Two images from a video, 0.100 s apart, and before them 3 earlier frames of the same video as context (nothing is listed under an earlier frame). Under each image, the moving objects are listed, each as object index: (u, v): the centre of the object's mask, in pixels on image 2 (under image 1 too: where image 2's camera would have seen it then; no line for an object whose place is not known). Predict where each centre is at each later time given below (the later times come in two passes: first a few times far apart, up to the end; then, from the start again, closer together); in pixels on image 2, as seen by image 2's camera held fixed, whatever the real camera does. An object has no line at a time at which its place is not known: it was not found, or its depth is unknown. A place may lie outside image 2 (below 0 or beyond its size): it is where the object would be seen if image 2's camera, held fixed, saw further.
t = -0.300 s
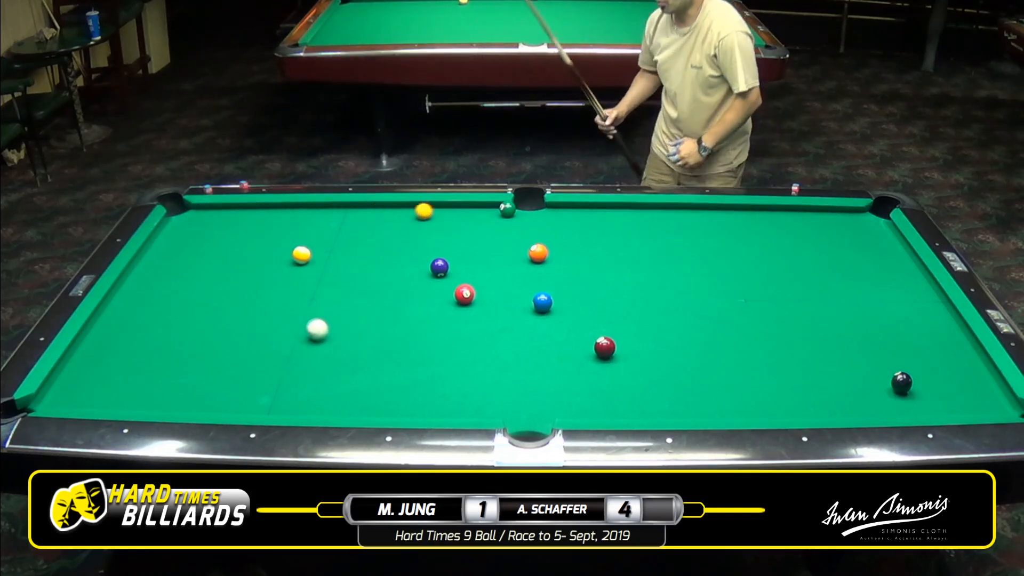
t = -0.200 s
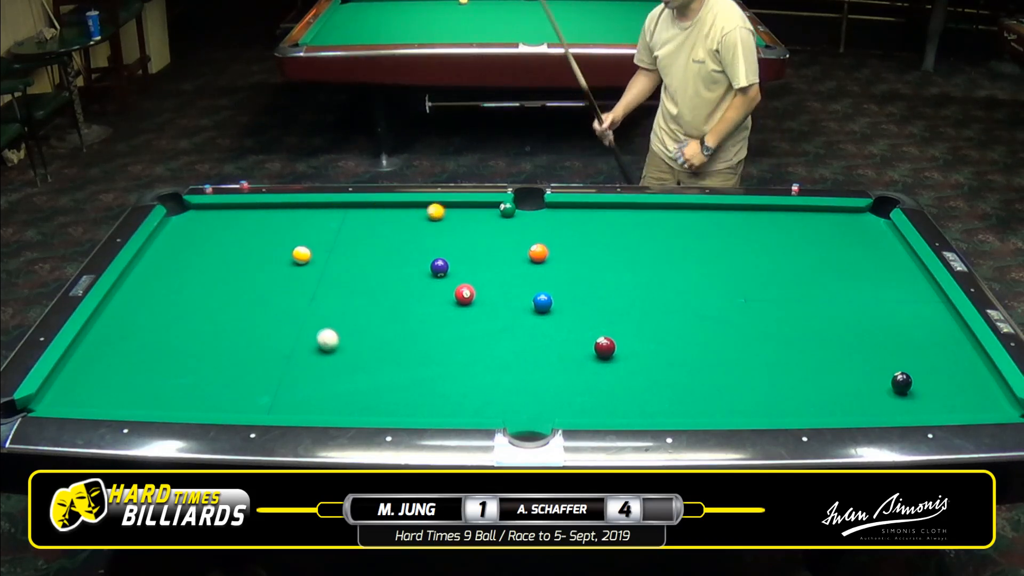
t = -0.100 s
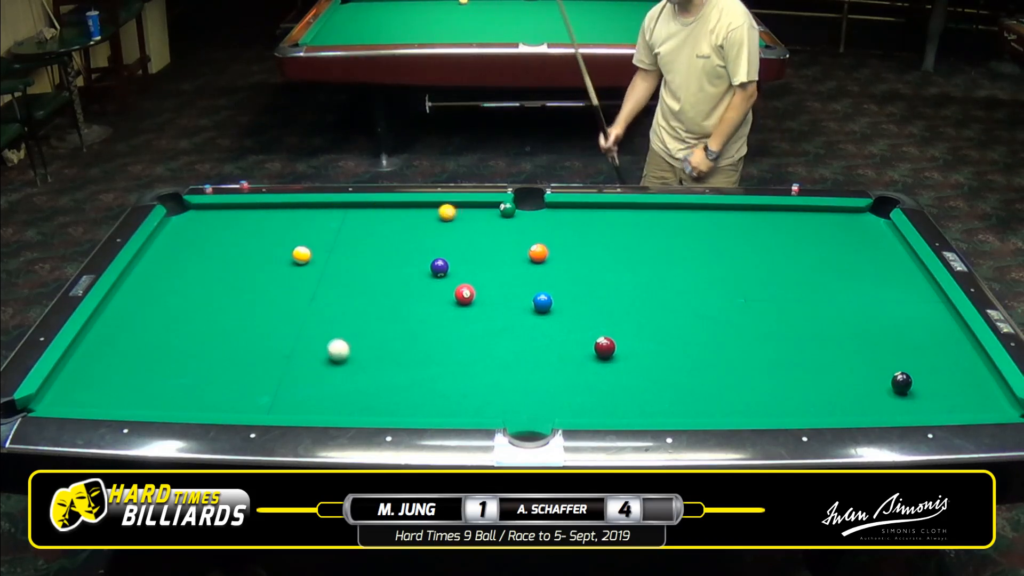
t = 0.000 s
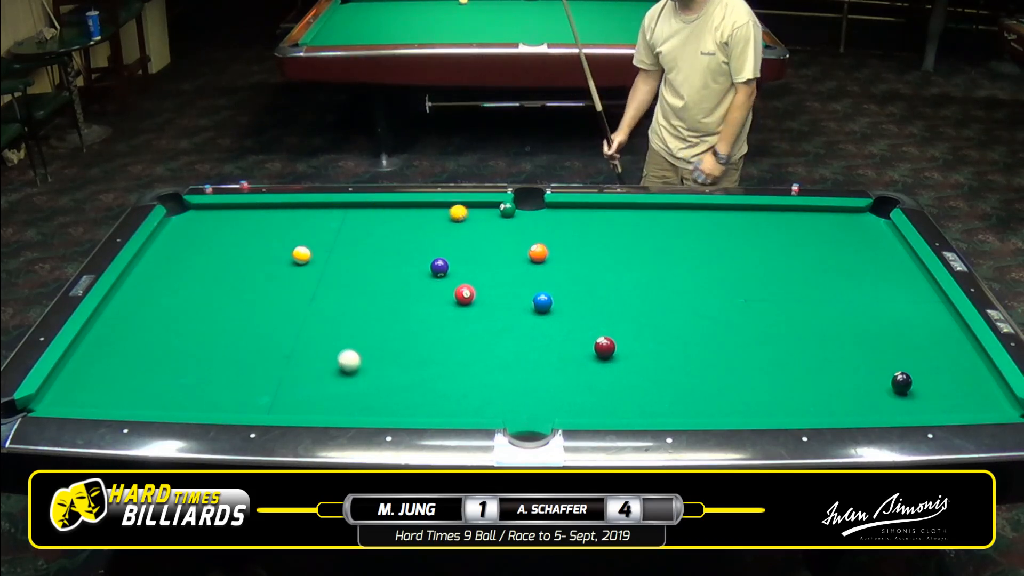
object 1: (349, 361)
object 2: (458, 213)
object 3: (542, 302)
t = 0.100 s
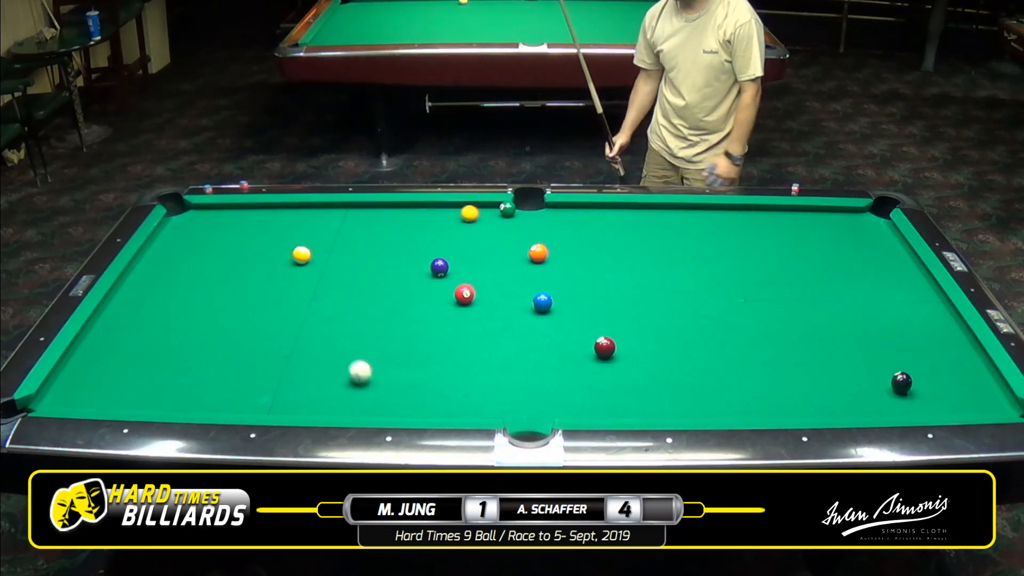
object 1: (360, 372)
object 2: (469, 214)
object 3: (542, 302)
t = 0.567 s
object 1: (413, 405)
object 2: (517, 217)
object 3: (542, 302)
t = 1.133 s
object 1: (460, 369)
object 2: (566, 221)
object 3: (542, 302)
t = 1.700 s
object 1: (497, 340)
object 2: (607, 225)
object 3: (542, 302)
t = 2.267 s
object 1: (524, 317)
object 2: (640, 228)
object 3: (542, 302)
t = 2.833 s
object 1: (534, 309)
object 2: (664, 231)
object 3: (549, 296)
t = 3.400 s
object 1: (534, 309)
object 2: (681, 232)
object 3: (557, 290)
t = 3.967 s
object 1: (534, 309)
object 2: (688, 232)
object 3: (561, 287)
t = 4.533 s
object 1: (534, 309)
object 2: (688, 232)
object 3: (560, 287)
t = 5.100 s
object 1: (534, 309)
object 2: (688, 232)
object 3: (560, 287)
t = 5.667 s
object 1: (534, 309)
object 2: (688, 232)
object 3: (560, 287)
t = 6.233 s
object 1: (534, 309)
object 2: (688, 232)
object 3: (560, 287)
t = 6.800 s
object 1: (534, 309)
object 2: (688, 232)
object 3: (560, 287)
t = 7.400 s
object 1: (534, 309)
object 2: (688, 232)
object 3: (560, 287)
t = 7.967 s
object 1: (534, 309)
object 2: (688, 232)
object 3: (560, 287)
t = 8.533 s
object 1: (534, 309)
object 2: (688, 232)
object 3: (560, 287)
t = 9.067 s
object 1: (534, 309)
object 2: (689, 232)
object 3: (560, 287)
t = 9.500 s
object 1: (534, 309)
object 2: (688, 232)
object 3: (560, 287)
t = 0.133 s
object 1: (364, 376)
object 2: (473, 214)
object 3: (542, 302)
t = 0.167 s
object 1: (367, 379)
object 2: (477, 214)
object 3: (542, 302)
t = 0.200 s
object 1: (371, 383)
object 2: (480, 214)
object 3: (542, 302)
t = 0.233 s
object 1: (376, 387)
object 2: (484, 214)
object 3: (542, 302)
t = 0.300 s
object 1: (383, 395)
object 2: (491, 215)
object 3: (542, 302)
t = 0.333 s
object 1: (387, 398)
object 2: (494, 215)
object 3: (542, 302)
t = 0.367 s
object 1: (391, 403)
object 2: (497, 215)
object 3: (542, 302)
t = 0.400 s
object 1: (395, 405)
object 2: (501, 215)
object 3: (542, 302)
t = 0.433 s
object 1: (399, 408)
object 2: (504, 216)
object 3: (542, 302)
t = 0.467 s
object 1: (403, 410)
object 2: (508, 216)
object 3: (542, 302)
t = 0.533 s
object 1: (410, 407)
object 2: (514, 216)
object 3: (542, 302)
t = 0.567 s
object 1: (413, 405)
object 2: (517, 217)
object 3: (542, 302)
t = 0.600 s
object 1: (416, 404)
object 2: (520, 217)
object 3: (542, 302)
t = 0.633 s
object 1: (419, 401)
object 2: (523, 217)
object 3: (542, 302)
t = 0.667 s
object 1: (422, 399)
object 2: (526, 218)
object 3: (542, 302)
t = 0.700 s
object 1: (425, 396)
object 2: (529, 218)
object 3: (542, 302)
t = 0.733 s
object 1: (428, 394)
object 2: (532, 218)
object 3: (542, 302)
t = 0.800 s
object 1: (434, 390)
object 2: (538, 219)
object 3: (542, 302)
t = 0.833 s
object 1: (437, 387)
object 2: (541, 219)
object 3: (542, 302)
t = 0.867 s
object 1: (440, 385)
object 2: (544, 219)
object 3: (542, 302)
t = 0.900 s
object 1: (442, 383)
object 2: (547, 219)
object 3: (542, 302)
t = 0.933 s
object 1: (445, 381)
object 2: (550, 220)
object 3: (542, 302)
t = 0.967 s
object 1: (447, 379)
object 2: (552, 220)
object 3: (542, 302)
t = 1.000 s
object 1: (450, 377)
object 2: (555, 220)
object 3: (542, 302)
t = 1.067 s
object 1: (455, 373)
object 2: (561, 221)
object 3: (542, 302)
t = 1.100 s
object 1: (458, 371)
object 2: (563, 221)
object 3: (542, 302)
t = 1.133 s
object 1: (460, 369)
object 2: (566, 221)
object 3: (542, 302)
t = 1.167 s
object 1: (462, 367)
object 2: (569, 221)
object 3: (542, 302)
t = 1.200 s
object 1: (465, 365)
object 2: (571, 222)
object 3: (542, 302)
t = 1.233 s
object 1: (467, 363)
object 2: (574, 222)
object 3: (542, 302)
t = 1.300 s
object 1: (472, 359)
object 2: (579, 223)
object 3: (542, 302)
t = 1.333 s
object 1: (474, 358)
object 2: (581, 223)
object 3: (542, 302)
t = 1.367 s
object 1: (476, 356)
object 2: (584, 223)
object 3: (542, 302)
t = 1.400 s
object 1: (479, 354)
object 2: (586, 223)
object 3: (542, 302)
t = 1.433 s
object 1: (481, 353)
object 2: (589, 223)
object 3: (542, 302)
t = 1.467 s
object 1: (483, 351)
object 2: (591, 224)
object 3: (542, 302)
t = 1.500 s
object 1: (485, 349)
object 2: (593, 224)
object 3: (542, 302)
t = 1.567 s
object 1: (489, 346)
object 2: (598, 224)
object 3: (542, 302)
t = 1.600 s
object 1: (491, 344)
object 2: (600, 224)
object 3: (542, 302)
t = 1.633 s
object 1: (493, 343)
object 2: (603, 225)
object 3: (542, 302)
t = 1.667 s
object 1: (495, 341)
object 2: (605, 225)
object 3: (542, 302)
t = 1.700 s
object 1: (497, 340)
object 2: (607, 225)
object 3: (542, 302)
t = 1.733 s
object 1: (499, 338)
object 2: (609, 225)
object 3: (542, 302)
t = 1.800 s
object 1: (502, 336)
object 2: (613, 226)
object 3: (542, 302)
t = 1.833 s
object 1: (504, 334)
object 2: (615, 226)
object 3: (542, 302)
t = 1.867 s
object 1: (506, 333)
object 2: (617, 226)
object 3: (542, 302)
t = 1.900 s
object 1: (508, 331)
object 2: (620, 226)
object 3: (542, 302)
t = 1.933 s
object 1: (509, 330)
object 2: (621, 226)
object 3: (542, 302)
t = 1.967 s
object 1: (511, 329)
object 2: (623, 226)
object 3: (542, 302)
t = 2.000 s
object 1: (513, 327)
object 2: (625, 227)
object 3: (542, 302)
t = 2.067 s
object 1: (516, 325)
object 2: (629, 227)
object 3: (542, 302)
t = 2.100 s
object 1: (517, 323)
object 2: (631, 227)
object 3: (542, 302)
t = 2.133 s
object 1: (519, 322)
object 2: (633, 227)
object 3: (542, 302)
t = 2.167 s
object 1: (520, 321)
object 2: (635, 228)
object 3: (542, 302)
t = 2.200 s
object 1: (521, 320)
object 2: (637, 228)
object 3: (542, 302)
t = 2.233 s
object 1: (523, 318)
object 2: (638, 228)
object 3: (542, 302)
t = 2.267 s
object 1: (524, 317)
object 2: (640, 228)
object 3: (542, 302)
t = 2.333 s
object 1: (527, 315)
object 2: (643, 229)
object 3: (543, 302)
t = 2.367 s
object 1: (528, 314)
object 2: (645, 229)
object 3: (543, 302)
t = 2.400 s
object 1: (530, 313)
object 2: (647, 229)
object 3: (543, 301)
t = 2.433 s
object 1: (531, 312)
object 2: (648, 229)
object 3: (544, 301)
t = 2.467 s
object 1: (532, 311)
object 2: (649, 229)
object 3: (544, 301)
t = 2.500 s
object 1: (532, 311)
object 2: (651, 229)
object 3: (545, 300)
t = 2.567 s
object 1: (533, 310)
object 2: (654, 230)
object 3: (546, 299)
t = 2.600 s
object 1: (533, 310)
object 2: (655, 230)
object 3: (546, 299)
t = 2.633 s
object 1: (533, 310)
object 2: (657, 230)
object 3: (547, 298)
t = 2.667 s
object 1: (533, 309)
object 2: (658, 230)
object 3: (547, 298)
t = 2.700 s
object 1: (534, 309)
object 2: (659, 230)
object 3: (548, 297)
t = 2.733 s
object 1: (534, 309)
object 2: (661, 230)
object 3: (548, 297)
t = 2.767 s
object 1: (534, 309)
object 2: (662, 230)
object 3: (549, 297)
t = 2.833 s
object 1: (534, 309)
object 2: (664, 231)
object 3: (549, 296)
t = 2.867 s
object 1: (534, 309)
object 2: (665, 231)
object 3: (550, 296)
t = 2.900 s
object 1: (534, 308)
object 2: (667, 231)
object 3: (550, 295)
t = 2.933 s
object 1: (534, 308)
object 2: (668, 231)
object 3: (551, 295)
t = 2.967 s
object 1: (534, 309)
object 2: (669, 231)
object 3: (551, 294)
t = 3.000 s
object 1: (534, 309)
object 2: (670, 231)
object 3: (552, 294)
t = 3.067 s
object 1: (534, 308)
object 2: (672, 231)
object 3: (553, 293)
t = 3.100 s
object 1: (534, 309)
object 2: (673, 231)
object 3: (554, 292)
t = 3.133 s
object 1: (534, 309)
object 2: (674, 231)
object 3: (554, 292)
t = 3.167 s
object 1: (534, 309)
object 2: (675, 232)
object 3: (555, 292)
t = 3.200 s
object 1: (534, 309)
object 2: (676, 232)
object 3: (555, 292)
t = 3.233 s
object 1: (534, 309)
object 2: (677, 232)
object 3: (555, 291)
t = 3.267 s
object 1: (534, 309)
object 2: (678, 232)
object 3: (556, 291)
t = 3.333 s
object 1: (534, 309)
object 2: (680, 232)
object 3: (557, 290)
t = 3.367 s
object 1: (534, 309)
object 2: (680, 232)
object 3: (557, 290)
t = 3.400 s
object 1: (534, 309)
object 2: (681, 232)
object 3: (557, 290)
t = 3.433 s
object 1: (534, 309)
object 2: (682, 232)
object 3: (558, 290)
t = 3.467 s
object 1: (534, 309)
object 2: (683, 232)
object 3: (558, 289)
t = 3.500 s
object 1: (534, 309)
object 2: (683, 232)
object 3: (558, 289)
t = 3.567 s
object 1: (534, 309)
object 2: (684, 232)
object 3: (559, 289)
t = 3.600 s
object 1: (534, 309)
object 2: (685, 232)
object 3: (559, 288)
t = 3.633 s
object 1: (534, 309)
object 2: (685, 232)
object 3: (560, 288)
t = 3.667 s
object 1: (534, 309)
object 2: (686, 232)
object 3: (560, 288)
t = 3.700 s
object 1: (534, 309)
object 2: (686, 232)
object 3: (560, 288)
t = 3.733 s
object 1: (534, 309)
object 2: (686, 232)
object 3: (560, 288)
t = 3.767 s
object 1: (534, 309)
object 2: (687, 232)
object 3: (560, 288)
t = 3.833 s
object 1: (534, 309)
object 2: (687, 232)
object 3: (561, 288)
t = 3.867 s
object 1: (534, 309)
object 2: (687, 232)
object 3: (561, 287)
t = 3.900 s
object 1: (534, 309)
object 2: (688, 232)
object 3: (561, 287)
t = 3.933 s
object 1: (534, 309)
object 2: (688, 232)
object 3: (561, 287)
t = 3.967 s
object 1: (534, 309)
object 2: (688, 232)
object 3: (561, 287)
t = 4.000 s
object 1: (534, 309)
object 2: (688, 232)
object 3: (561, 287)
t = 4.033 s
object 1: (534, 309)
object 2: (688, 232)
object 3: (560, 287)
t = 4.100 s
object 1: (534, 309)
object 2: (689, 232)
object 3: (560, 287)
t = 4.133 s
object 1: (534, 309)
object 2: (689, 232)
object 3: (560, 287)
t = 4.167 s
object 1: (534, 309)
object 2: (689, 232)
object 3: (560, 287)
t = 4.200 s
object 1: (534, 309)
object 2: (689, 232)
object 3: (560, 287)
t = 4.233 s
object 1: (534, 309)
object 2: (689, 232)
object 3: (560, 287)
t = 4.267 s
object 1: (534, 309)
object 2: (689, 232)
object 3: (560, 287)
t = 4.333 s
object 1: (534, 309)
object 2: (688, 232)
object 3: (560, 287)
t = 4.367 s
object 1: (534, 309)
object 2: (688, 232)
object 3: (560, 287)
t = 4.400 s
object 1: (534, 309)
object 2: (688, 232)
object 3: (560, 287)
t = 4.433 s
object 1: (534, 309)
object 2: (688, 232)
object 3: (560, 287)
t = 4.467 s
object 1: (534, 309)
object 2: (688, 232)
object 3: (560, 287)
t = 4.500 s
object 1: (534, 309)
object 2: (688, 232)
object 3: (560, 287)
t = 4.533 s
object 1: (534, 309)
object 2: (688, 232)
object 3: (560, 287)
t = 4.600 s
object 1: (534, 309)
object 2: (688, 232)
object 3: (560, 287)
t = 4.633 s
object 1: (534, 309)
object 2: (688, 232)
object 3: (560, 287)
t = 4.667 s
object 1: (534, 309)
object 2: (688, 232)
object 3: (560, 287)
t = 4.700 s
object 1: (534, 309)
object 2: (688, 232)
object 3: (560, 287)
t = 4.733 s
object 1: (534, 309)
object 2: (688, 232)
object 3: (560, 287)
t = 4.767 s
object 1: (534, 309)
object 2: (688, 232)
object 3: (560, 287)
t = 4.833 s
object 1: (534, 309)
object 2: (688, 232)
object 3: (560, 287)
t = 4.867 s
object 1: (534, 309)
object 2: (688, 232)
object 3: (560, 287)
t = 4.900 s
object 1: (534, 309)
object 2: (688, 232)
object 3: (560, 287)
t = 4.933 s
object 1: (534, 309)
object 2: (688, 232)
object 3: (560, 287)
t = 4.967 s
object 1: (534, 309)
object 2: (688, 232)
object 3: (560, 287)
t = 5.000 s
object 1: (534, 309)
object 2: (688, 232)
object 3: (560, 287)
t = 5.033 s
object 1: (534, 309)
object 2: (688, 232)
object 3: (560, 287)
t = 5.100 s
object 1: (534, 309)
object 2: (688, 232)
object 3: (560, 287)
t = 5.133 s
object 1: (534, 309)
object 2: (688, 232)
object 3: (560, 287)
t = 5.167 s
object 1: (534, 309)
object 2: (688, 232)
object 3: (560, 287)
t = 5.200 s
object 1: (534, 309)
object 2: (688, 232)
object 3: (560, 287)
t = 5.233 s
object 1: (534, 309)
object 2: (688, 232)
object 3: (560, 287)
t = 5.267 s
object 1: (534, 309)
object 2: (688, 232)
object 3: (560, 287)
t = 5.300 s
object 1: (534, 309)
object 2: (688, 232)
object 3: (560, 287)
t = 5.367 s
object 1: (534, 309)
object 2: (688, 232)
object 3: (560, 287)
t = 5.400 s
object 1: (534, 309)
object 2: (688, 232)
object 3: (560, 287)
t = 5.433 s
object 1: (534, 309)
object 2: (688, 232)
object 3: (560, 287)
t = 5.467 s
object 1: (534, 309)
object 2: (688, 232)
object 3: (560, 287)
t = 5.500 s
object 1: (534, 309)
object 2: (688, 232)
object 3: (560, 287)
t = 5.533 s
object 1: (534, 309)
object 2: (688, 232)
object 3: (560, 287)
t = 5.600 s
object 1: (534, 309)
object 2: (688, 232)
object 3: (560, 287)
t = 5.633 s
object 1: (534, 309)
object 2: (688, 232)
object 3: (560, 287)
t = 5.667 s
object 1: (534, 309)
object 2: (688, 232)
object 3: (560, 287)
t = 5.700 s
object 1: (534, 309)
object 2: (688, 232)
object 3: (560, 287)
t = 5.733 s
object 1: (534, 309)
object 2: (688, 232)
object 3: (560, 287)
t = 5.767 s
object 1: (534, 309)
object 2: (688, 232)
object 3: (560, 287)
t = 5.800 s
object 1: (534, 309)
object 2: (688, 232)
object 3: (560, 287)
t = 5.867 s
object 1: (534, 309)
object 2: (688, 232)
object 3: (560, 287)
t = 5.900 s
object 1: (534, 309)
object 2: (688, 232)
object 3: (560, 287)
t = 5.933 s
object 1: (534, 309)
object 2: (688, 232)
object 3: (560, 287)
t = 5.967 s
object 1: (534, 309)
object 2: (688, 232)
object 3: (560, 287)
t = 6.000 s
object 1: (534, 309)
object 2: (688, 232)
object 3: (560, 287)
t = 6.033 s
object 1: (534, 309)
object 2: (688, 232)
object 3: (560, 287)
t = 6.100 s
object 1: (534, 309)
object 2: (688, 232)
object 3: (560, 287)
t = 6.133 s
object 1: (534, 309)
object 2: (688, 232)
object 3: (560, 287)
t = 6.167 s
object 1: (534, 309)
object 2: (688, 232)
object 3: (560, 287)
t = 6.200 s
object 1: (534, 309)
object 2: (688, 232)
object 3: (560, 287)
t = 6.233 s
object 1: (534, 309)
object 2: (688, 232)
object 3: (560, 287)
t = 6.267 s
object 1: (534, 309)
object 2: (688, 232)
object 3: (560, 287)
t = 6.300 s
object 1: (534, 309)
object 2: (688, 232)
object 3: (560, 287)
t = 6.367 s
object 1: (534, 309)
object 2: (688, 232)
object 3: (560, 287)
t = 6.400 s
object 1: (534, 309)
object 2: (688, 232)
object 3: (560, 287)
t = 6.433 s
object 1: (534, 309)
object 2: (688, 232)
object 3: (560, 287)
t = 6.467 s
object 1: (534, 309)
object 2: (688, 232)
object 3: (560, 287)
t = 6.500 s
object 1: (534, 309)
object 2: (688, 232)
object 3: (560, 287)
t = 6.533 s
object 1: (534, 309)
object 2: (688, 232)
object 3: (560, 287)
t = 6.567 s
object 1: (534, 309)
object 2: (688, 232)
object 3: (560, 287)
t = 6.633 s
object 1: (534, 309)
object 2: (688, 232)
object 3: (560, 287)
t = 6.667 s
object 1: (534, 309)
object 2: (688, 232)
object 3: (560, 287)
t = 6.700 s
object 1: (534, 309)
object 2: (688, 232)
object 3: (560, 287)
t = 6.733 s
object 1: (534, 309)
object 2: (688, 232)
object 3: (560, 287)
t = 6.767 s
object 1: (534, 309)
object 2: (688, 232)
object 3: (560, 287)
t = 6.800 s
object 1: (534, 309)
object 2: (688, 232)
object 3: (560, 287)
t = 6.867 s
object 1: (534, 309)
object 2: (688, 232)
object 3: (560, 287)
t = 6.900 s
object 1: (534, 309)
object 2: (688, 232)
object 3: (560, 287)
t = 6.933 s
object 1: (534, 309)
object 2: (688, 232)
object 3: (560, 287)
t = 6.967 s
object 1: (534, 309)
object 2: (688, 232)
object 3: (560, 287)
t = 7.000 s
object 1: (534, 309)
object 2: (688, 232)
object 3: (560, 287)
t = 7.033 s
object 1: (534, 309)
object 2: (688, 232)
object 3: (560, 287)
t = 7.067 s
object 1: (534, 309)
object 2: (688, 232)
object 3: (560, 287)
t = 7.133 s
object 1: (534, 309)
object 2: (688, 232)
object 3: (560, 287)
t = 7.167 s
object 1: (534, 309)
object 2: (688, 232)
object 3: (560, 287)
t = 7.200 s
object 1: (534, 309)
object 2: (688, 232)
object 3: (560, 287)
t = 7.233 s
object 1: (534, 309)
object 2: (688, 232)
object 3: (560, 287)
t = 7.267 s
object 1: (534, 309)
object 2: (688, 232)
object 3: (560, 287)
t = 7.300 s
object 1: (534, 309)
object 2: (688, 232)
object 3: (560, 287)
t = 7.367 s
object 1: (534, 309)
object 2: (688, 232)
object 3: (560, 287)
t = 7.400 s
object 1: (534, 309)
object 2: (688, 232)
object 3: (560, 287)
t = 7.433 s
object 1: (534, 309)
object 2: (688, 232)
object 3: (560, 287)
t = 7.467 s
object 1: (534, 309)
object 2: (688, 232)
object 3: (560, 287)
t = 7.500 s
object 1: (534, 309)
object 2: (688, 232)
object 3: (560, 287)
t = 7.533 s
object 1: (534, 309)
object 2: (688, 232)
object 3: (560, 287)
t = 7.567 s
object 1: (534, 309)
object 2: (688, 232)
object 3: (560, 287)
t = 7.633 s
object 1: (534, 309)
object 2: (688, 232)
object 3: (560, 287)
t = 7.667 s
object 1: (534, 309)
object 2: (688, 232)
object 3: (560, 287)
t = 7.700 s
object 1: (534, 309)
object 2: (688, 232)
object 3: (560, 287)
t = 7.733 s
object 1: (534, 309)
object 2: (688, 232)
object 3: (560, 287)
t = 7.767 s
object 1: (534, 309)
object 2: (688, 232)
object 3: (560, 287)
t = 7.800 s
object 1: (534, 309)
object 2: (688, 232)
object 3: (560, 287)
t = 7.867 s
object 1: (534, 309)
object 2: (688, 232)
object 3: (560, 287)
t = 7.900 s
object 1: (534, 309)
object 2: (688, 232)
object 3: (560, 287)
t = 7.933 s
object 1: (534, 309)
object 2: (688, 232)
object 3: (560, 287)
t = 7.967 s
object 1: (534, 309)
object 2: (688, 232)
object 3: (560, 287)
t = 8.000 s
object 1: (534, 309)
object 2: (688, 232)
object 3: (560, 287)
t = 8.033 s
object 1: (534, 309)
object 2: (688, 232)
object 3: (560, 287)
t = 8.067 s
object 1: (534, 309)
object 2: (688, 232)
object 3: (560, 287)
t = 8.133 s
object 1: (534, 309)
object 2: (688, 232)
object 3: (560, 287)
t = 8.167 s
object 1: (534, 309)
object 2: (688, 232)
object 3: (560, 287)
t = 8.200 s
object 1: (534, 309)
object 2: (688, 232)
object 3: (560, 287)
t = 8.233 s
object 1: (534, 309)
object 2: (688, 232)
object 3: (560, 287)
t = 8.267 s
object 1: (534, 309)
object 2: (688, 232)
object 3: (560, 287)
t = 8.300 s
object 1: (534, 309)
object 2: (688, 232)
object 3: (560, 287)
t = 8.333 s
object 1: (534, 309)
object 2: (688, 232)
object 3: (560, 287)
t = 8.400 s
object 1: (534, 309)
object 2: (688, 232)
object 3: (560, 287)
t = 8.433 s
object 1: (534, 309)
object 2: (688, 232)
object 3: (560, 287)
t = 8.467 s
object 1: (534, 309)
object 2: (688, 232)
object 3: (560, 287)
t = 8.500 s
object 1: (534, 309)
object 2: (688, 232)
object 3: (560, 287)
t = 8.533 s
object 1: (534, 309)
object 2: (688, 232)
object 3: (560, 287)
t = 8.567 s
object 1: (534, 309)
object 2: (688, 232)
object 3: (560, 287)
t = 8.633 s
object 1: (534, 309)
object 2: (688, 232)
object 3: (560, 287)
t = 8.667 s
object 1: (534, 309)
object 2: (688, 232)
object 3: (560, 287)
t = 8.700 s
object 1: (534, 309)
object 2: (688, 232)
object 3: (560, 287)
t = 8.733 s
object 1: (534, 309)
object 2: (688, 232)
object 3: (560, 287)
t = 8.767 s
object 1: (534, 309)
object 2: (688, 232)
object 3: (560, 287)
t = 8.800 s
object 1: (534, 309)
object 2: (688, 232)
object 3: (560, 287)
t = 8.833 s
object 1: (534, 309)
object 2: (688, 232)
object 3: (560, 287)
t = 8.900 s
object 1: (534, 309)
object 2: (688, 232)
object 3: (560, 287)
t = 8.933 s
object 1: (534, 309)
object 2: (688, 232)
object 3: (560, 287)
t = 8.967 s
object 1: (534, 309)
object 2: (688, 232)
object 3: (560, 287)
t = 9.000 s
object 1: (534, 309)
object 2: (688, 232)
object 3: (560, 287)
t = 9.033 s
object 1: (534, 309)
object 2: (688, 232)
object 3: (560, 287)
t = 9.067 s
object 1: (534, 309)
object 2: (689, 232)
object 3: (560, 287)
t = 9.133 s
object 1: (534, 309)
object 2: (688, 232)
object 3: (560, 287)
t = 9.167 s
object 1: (534, 309)
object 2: (688, 232)
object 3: (560, 287)
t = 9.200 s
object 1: (534, 309)
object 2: (688, 232)
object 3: (560, 287)
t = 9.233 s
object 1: (534, 309)
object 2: (688, 232)
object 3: (560, 287)
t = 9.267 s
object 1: (534, 309)
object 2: (688, 232)
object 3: (560, 287)
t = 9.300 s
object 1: (534, 309)
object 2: (688, 232)
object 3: (560, 287)
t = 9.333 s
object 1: (534, 309)
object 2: (688, 232)
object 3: (560, 287)
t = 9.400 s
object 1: (534, 309)
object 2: (688, 232)
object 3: (560, 287)
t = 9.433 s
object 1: (534, 309)
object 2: (689, 232)
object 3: (560, 287)
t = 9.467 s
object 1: (534, 309)
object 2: (688, 232)
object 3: (560, 287)
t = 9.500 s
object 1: (534, 309)
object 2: (688, 232)
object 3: (560, 287)
